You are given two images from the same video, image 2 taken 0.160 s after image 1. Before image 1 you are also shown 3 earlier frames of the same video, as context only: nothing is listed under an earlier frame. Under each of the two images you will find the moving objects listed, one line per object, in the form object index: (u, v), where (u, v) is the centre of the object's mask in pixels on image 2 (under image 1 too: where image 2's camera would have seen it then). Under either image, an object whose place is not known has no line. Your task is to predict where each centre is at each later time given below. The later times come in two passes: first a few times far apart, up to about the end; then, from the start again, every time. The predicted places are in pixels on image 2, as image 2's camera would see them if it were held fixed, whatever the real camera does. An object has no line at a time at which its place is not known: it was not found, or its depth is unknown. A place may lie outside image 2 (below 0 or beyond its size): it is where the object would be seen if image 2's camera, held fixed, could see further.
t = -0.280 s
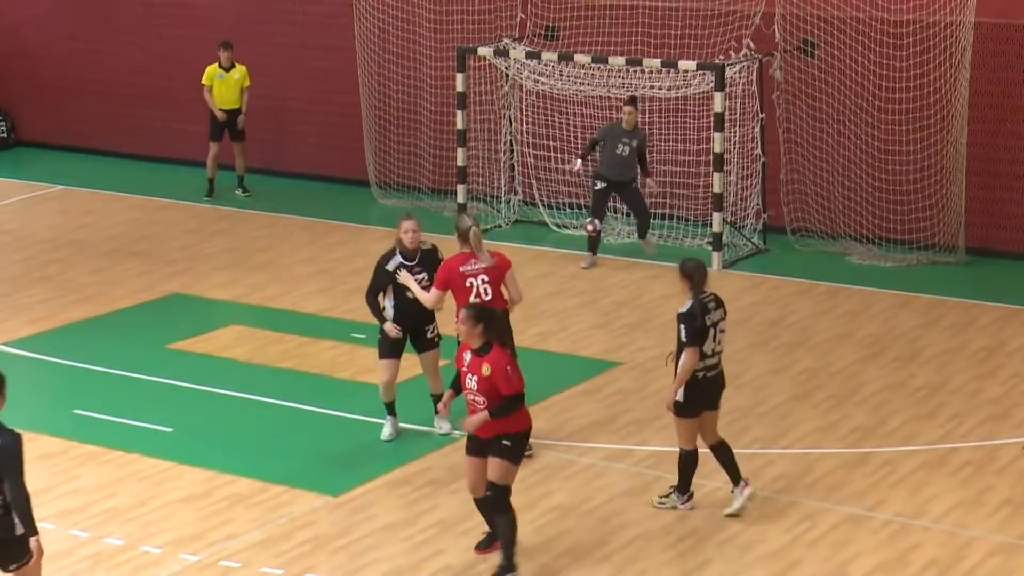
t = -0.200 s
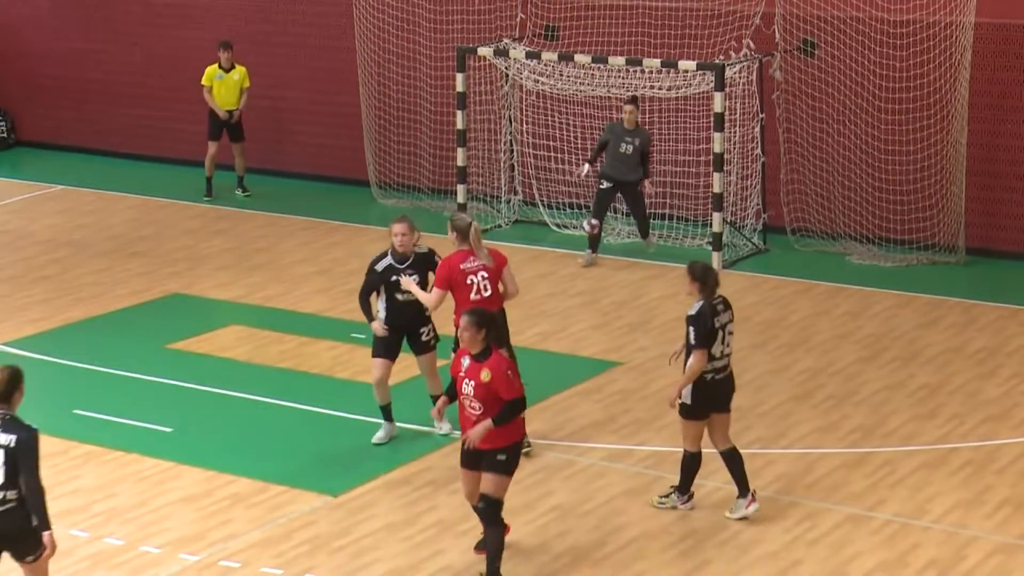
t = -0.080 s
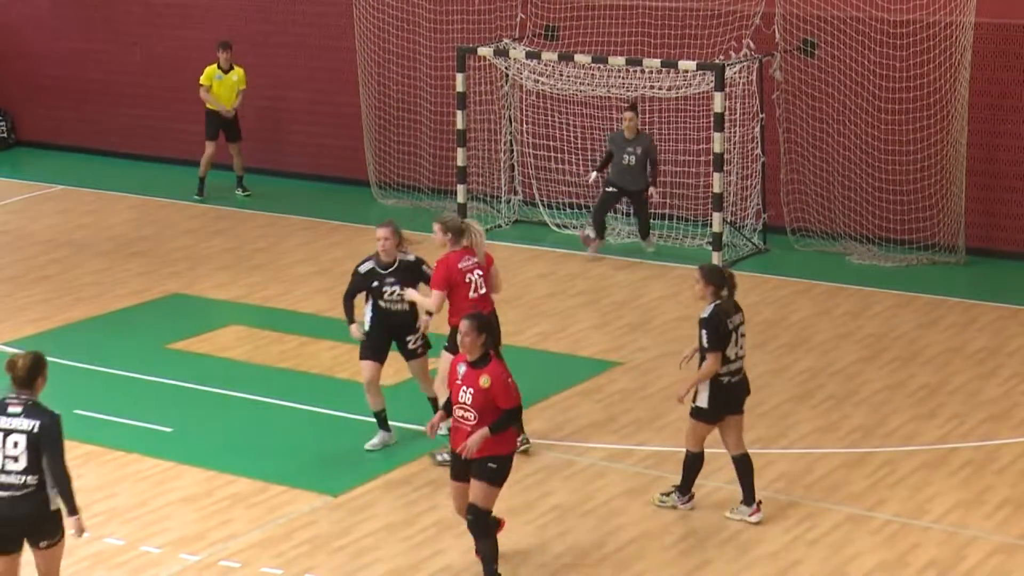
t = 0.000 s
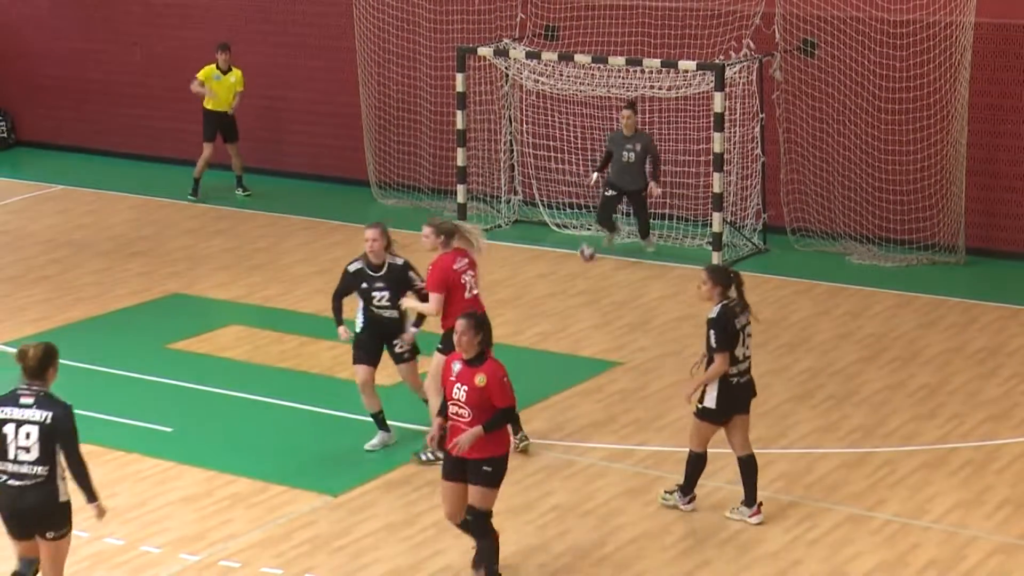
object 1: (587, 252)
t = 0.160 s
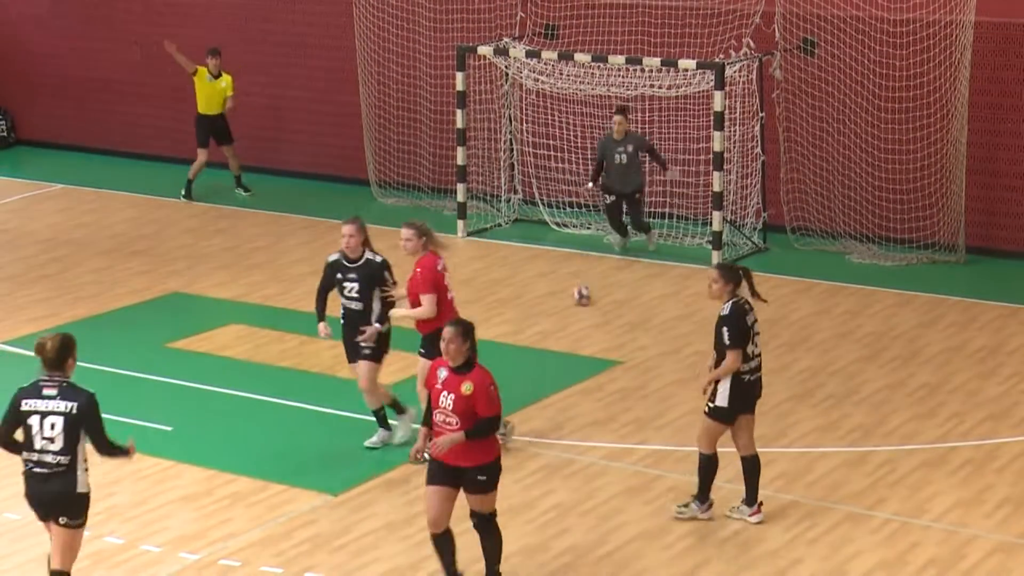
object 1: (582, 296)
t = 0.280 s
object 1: (574, 273)
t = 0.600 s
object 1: (554, 283)
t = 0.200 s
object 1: (580, 285)
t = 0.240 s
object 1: (577, 278)
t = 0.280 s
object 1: (574, 273)
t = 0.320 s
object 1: (572, 267)
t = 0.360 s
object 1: (569, 265)
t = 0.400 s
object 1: (567, 265)
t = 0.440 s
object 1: (565, 265)
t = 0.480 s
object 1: (562, 267)
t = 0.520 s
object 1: (559, 270)
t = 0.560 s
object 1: (556, 276)
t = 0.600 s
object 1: (554, 283)
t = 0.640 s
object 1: (551, 292)
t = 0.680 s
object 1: (548, 302)
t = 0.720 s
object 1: (546, 310)
